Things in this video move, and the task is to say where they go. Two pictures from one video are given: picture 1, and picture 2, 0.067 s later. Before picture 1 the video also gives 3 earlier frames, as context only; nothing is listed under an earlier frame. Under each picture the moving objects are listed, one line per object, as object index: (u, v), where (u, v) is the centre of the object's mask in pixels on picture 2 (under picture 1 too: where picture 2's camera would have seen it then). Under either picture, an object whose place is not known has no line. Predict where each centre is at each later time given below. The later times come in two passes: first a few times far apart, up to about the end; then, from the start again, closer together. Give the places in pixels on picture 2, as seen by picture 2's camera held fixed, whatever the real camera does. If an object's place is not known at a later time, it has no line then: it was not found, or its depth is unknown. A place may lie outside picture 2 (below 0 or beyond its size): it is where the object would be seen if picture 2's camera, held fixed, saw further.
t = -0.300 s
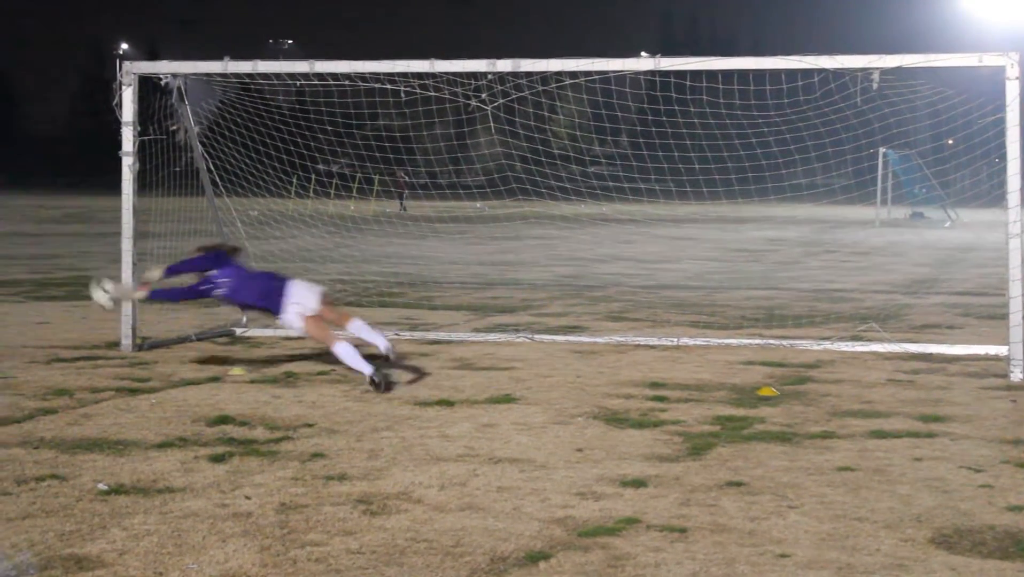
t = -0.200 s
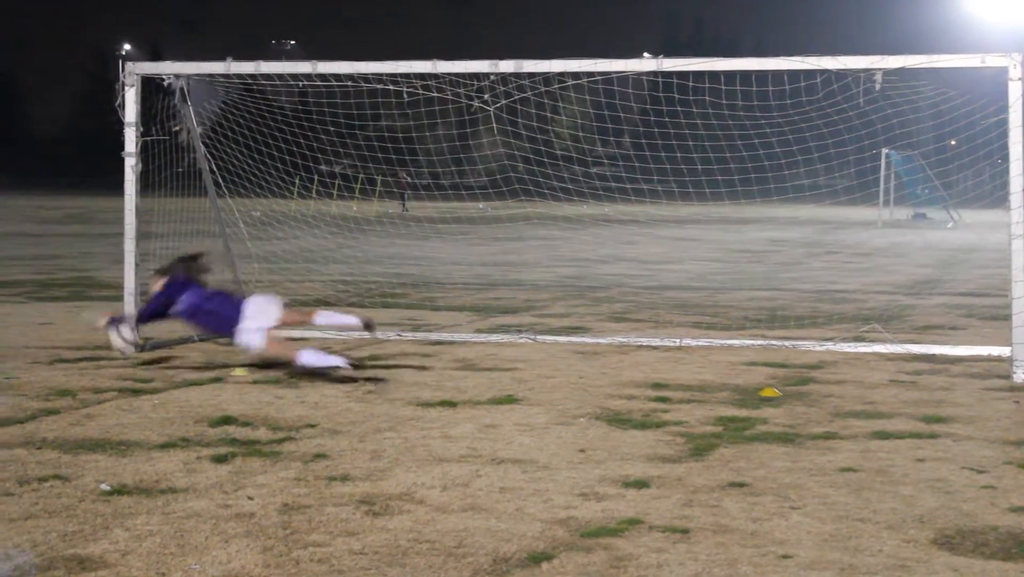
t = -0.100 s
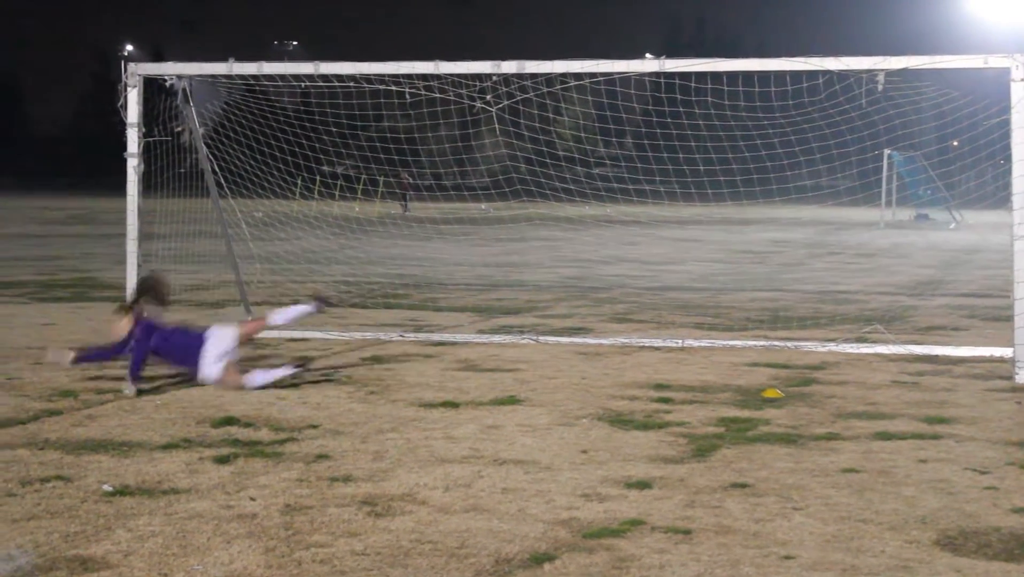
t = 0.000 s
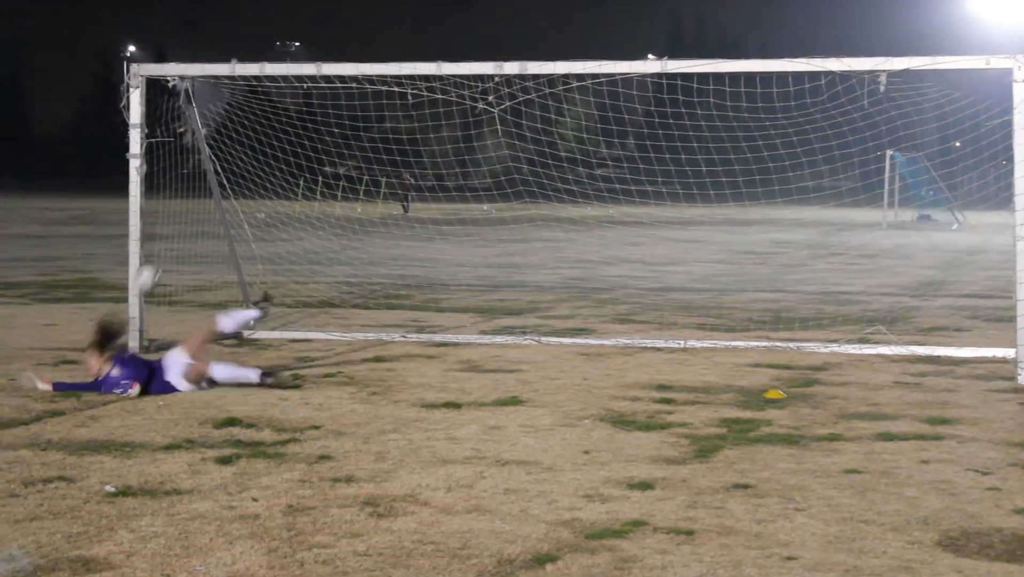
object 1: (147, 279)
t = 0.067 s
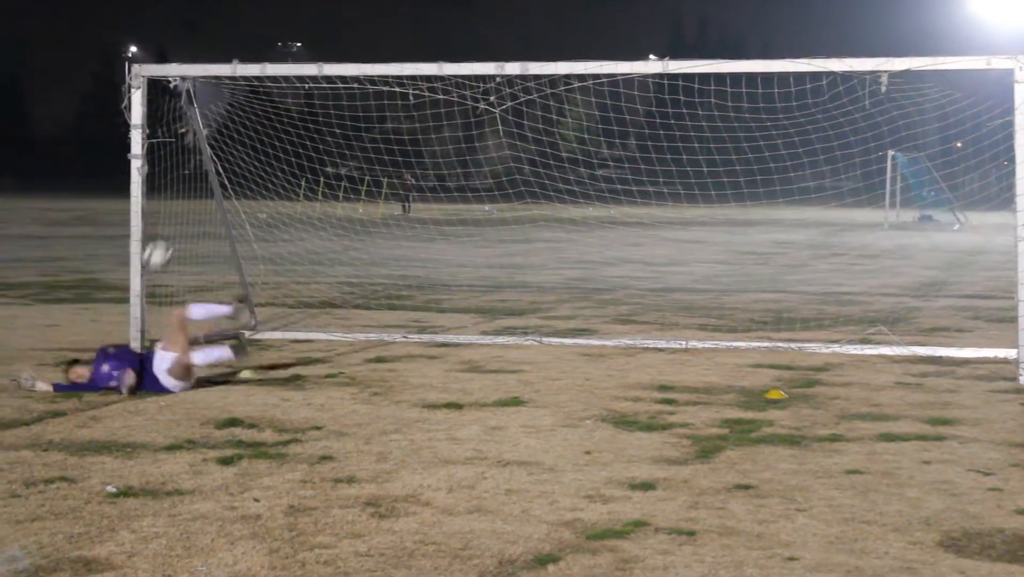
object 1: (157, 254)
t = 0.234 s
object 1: (186, 213)
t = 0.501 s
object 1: (245, 205)
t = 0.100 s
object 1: (162, 246)
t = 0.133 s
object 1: (167, 236)
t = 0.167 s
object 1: (174, 228)
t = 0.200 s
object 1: (179, 219)
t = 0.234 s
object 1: (186, 213)
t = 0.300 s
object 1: (198, 204)
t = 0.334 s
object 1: (205, 200)
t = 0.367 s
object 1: (213, 199)
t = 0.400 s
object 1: (221, 198)
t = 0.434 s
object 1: (228, 198)
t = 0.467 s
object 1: (236, 201)
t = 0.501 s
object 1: (245, 205)
